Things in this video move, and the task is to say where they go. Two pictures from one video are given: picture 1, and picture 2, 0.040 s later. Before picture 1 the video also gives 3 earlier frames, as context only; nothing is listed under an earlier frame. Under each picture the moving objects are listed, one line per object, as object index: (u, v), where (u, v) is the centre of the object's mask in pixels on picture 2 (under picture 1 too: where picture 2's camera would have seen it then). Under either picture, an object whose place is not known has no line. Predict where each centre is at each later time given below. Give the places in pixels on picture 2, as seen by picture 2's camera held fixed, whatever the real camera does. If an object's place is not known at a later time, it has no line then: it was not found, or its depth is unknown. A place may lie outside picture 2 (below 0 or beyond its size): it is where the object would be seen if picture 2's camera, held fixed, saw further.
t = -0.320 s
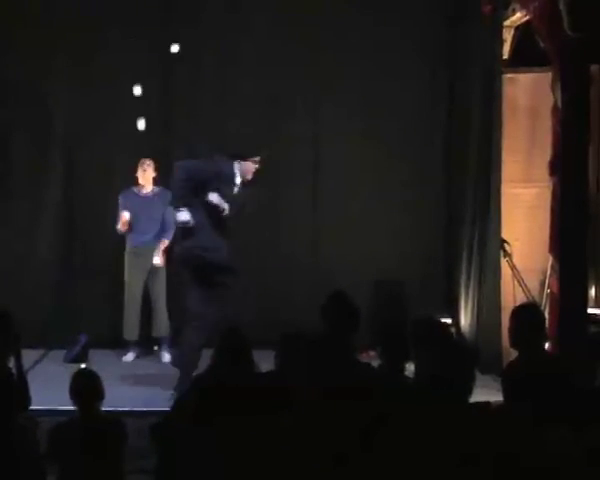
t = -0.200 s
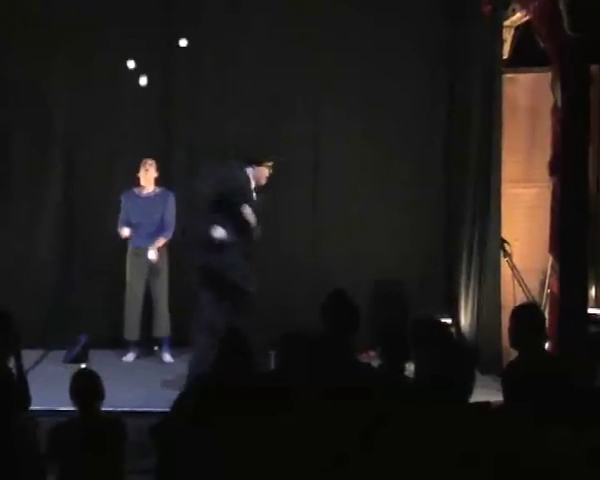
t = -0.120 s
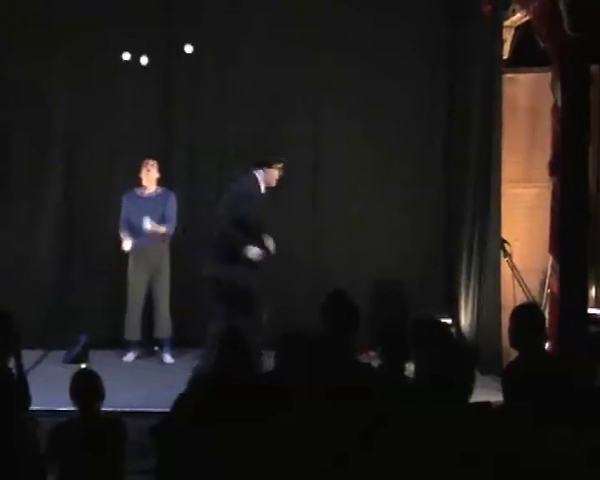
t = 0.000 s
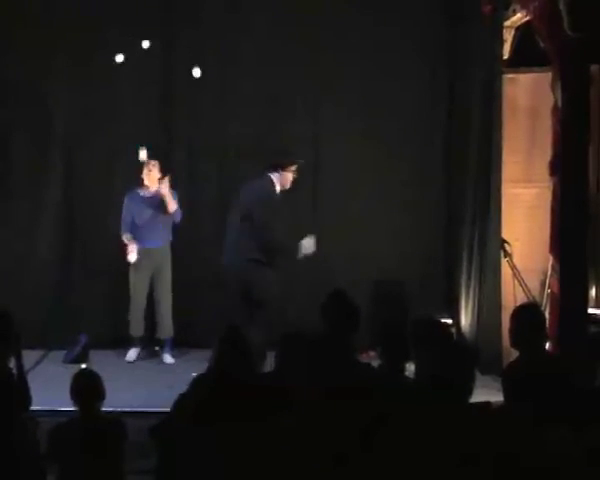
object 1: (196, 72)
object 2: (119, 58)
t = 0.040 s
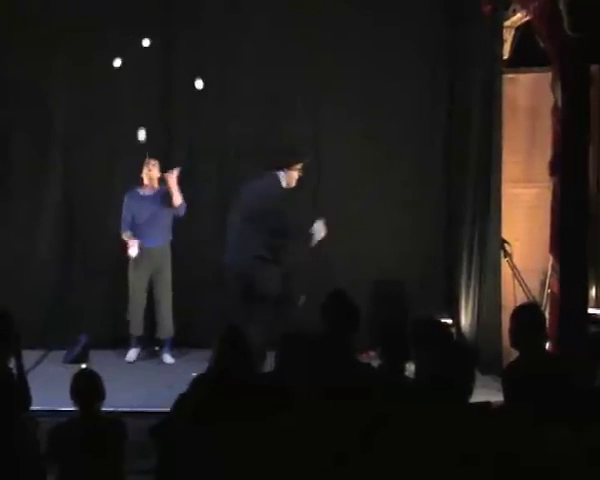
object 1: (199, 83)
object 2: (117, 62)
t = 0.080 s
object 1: (201, 97)
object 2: (115, 69)
